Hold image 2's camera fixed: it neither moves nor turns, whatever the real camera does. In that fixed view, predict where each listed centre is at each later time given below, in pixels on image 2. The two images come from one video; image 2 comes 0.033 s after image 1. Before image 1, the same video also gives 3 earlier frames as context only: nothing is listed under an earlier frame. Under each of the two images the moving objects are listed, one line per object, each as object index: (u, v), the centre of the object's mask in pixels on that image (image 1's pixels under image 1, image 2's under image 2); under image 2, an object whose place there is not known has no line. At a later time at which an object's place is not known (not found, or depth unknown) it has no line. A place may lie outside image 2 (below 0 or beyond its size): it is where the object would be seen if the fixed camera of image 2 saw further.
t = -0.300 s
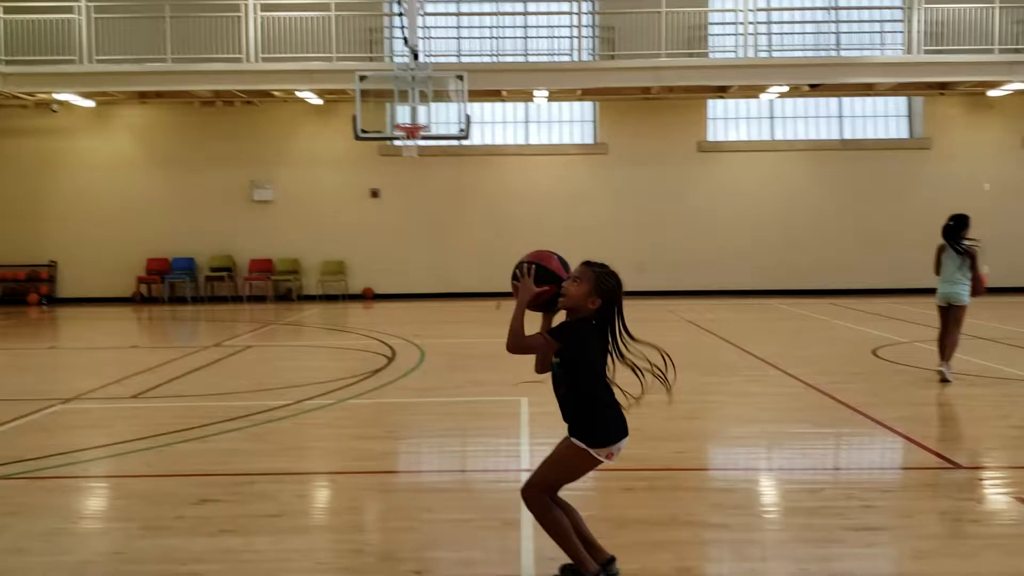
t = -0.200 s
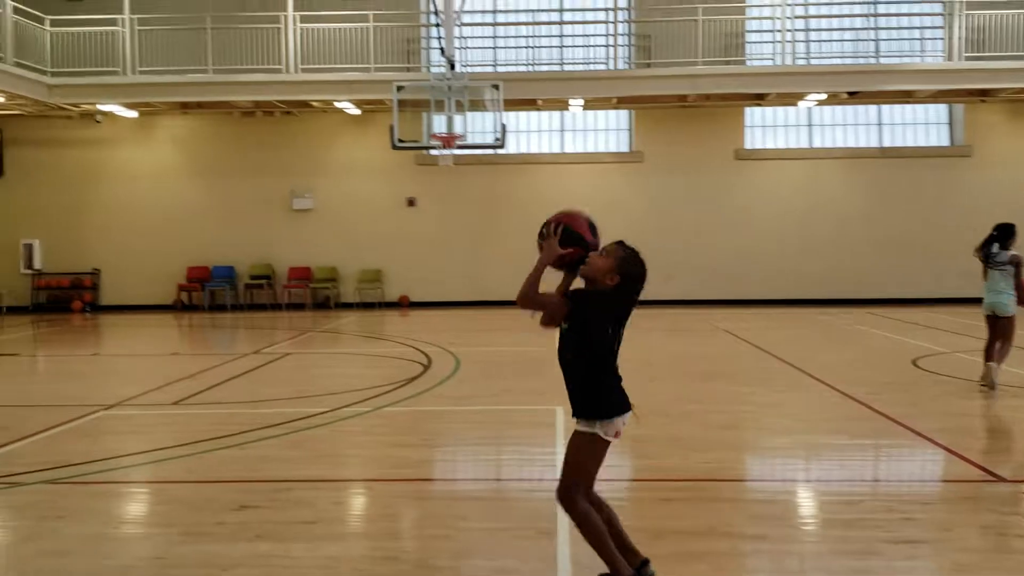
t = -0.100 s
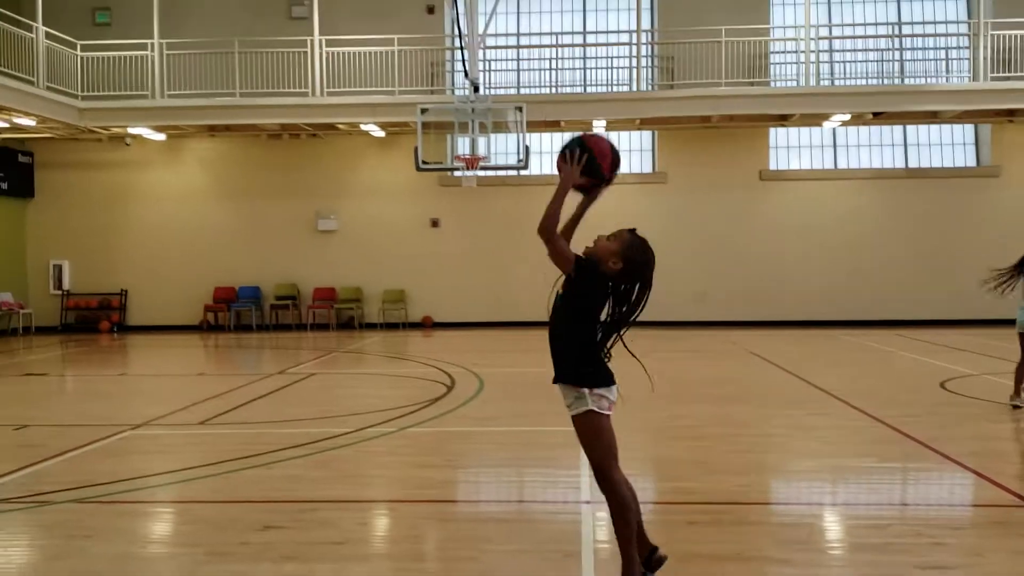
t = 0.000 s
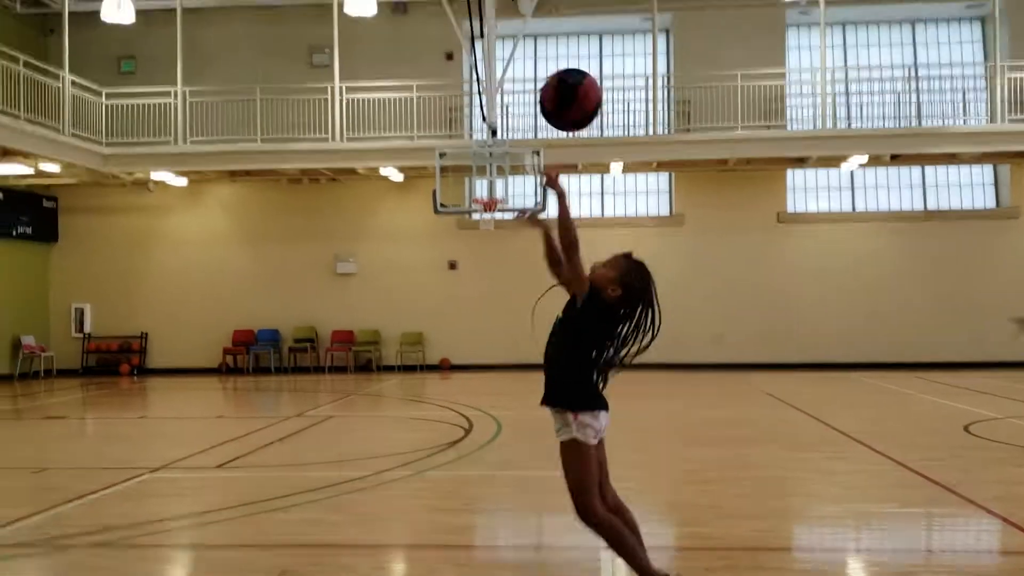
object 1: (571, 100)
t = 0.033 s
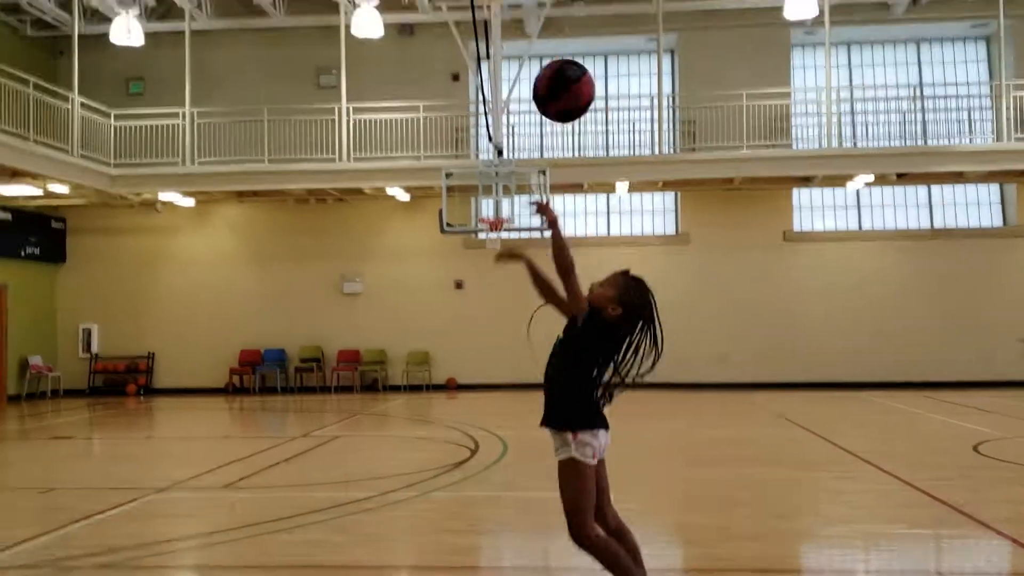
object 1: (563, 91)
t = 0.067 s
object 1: (550, 61)
